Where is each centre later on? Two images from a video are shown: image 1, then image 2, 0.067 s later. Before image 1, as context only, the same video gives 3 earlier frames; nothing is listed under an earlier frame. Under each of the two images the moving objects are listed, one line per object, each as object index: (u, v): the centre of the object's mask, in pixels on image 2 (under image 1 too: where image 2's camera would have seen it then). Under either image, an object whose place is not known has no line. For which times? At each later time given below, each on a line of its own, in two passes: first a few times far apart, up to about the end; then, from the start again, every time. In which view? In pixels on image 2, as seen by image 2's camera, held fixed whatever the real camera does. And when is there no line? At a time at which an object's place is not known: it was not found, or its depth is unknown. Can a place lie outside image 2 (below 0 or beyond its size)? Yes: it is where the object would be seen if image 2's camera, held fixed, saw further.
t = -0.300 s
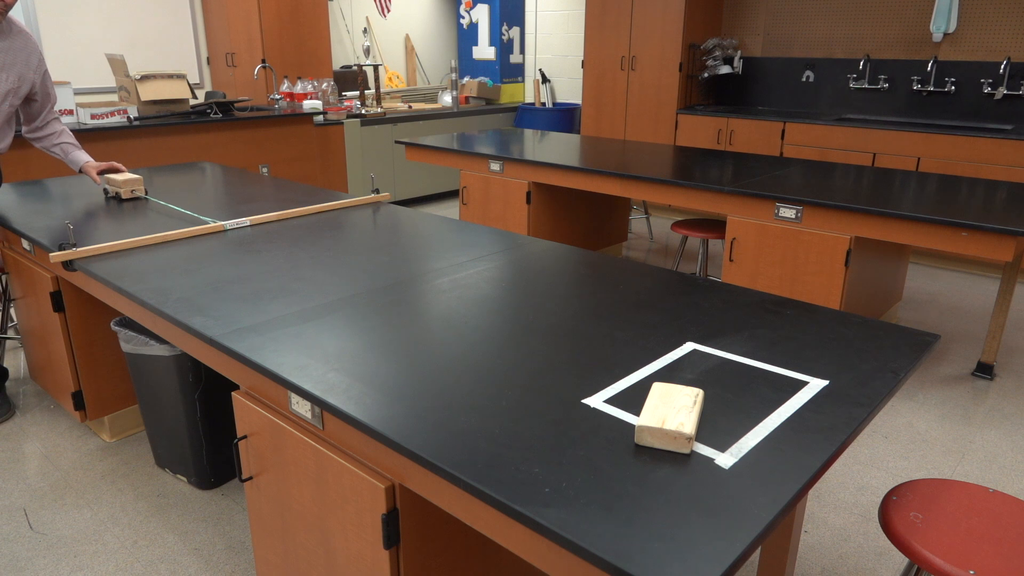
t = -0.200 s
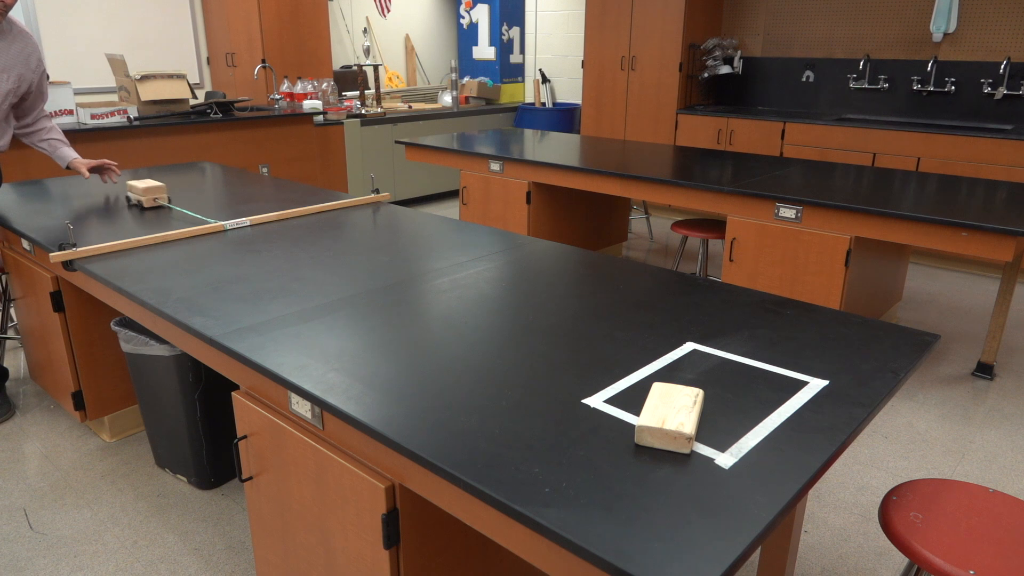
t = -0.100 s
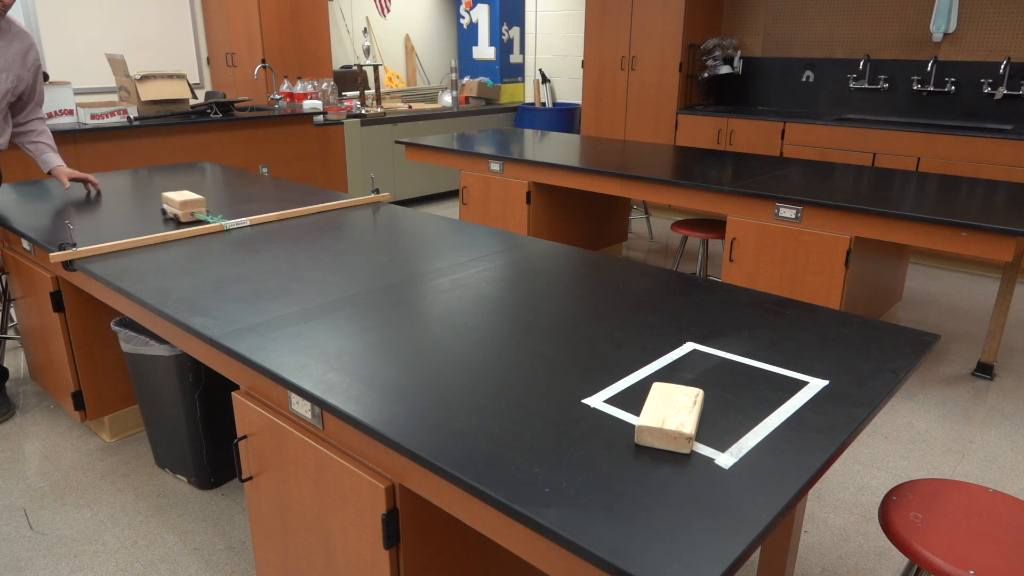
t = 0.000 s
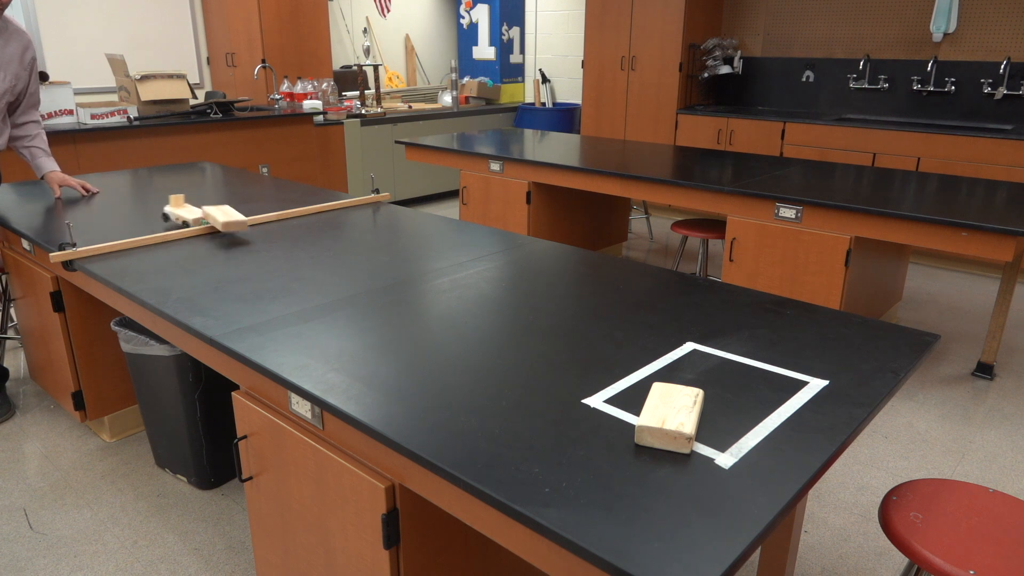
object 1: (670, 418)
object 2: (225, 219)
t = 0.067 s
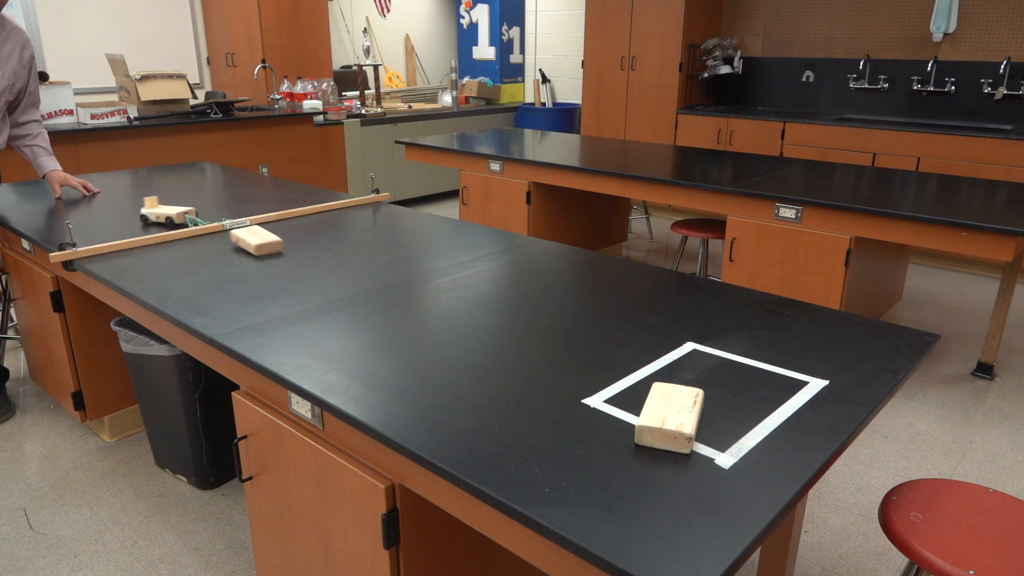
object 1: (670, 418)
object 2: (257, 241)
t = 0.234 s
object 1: (670, 418)
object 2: (342, 277)
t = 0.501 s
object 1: (670, 418)
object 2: (514, 352)
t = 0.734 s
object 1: (715, 431)
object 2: (618, 399)
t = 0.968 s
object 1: (753, 444)
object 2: (620, 400)
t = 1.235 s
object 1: (753, 444)
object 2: (619, 400)
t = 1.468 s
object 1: (753, 444)
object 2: (619, 400)
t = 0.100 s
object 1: (670, 418)
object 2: (272, 245)
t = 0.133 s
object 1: (670, 418)
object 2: (288, 249)
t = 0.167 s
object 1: (670, 418)
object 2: (305, 257)
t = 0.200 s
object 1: (670, 418)
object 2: (323, 269)
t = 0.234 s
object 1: (670, 418)
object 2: (342, 277)
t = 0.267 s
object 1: (670, 418)
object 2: (360, 284)
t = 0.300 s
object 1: (670, 418)
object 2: (381, 294)
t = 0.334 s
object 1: (670, 418)
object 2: (401, 303)
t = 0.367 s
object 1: (670, 418)
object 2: (422, 312)
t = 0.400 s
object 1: (670, 418)
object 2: (444, 322)
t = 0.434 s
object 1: (670, 418)
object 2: (467, 332)
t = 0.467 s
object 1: (670, 418)
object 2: (490, 342)
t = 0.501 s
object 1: (670, 418)
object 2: (514, 352)
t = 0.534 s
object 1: (670, 418)
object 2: (538, 362)
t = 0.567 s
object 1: (670, 418)
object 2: (561, 372)
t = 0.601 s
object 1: (670, 418)
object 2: (584, 382)
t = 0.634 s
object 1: (674, 418)
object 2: (602, 390)
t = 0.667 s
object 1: (688, 422)
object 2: (608, 394)
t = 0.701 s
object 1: (701, 425)
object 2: (614, 397)
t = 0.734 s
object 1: (715, 431)
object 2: (618, 399)
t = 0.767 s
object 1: (727, 435)
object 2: (621, 400)
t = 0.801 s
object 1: (737, 438)
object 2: (622, 400)
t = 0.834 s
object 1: (744, 441)
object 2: (622, 400)
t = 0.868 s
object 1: (750, 443)
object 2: (621, 400)
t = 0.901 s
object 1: (753, 443)
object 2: (621, 400)
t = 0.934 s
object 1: (753, 444)
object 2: (621, 400)
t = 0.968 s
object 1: (753, 444)
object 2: (620, 400)
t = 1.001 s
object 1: (753, 444)
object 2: (620, 400)
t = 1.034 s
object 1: (753, 444)
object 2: (620, 400)
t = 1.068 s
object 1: (753, 444)
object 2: (620, 400)
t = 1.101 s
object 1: (753, 444)
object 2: (619, 400)
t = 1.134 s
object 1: (753, 444)
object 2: (619, 400)
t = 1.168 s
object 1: (753, 444)
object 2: (619, 400)
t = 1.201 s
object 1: (753, 444)
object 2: (619, 400)
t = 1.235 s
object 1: (753, 444)
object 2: (619, 400)
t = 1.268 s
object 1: (753, 444)
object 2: (619, 400)
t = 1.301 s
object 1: (753, 444)
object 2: (619, 400)
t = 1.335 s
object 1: (753, 444)
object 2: (619, 400)
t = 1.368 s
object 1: (753, 444)
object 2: (619, 400)
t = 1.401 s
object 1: (753, 444)
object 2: (619, 400)
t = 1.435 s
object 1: (753, 444)
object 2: (619, 400)
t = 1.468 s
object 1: (753, 444)
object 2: (619, 400)
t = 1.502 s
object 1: (753, 444)
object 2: (619, 400)
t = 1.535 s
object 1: (753, 444)
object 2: (619, 400)
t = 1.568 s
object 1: (753, 444)
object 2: (619, 400)
